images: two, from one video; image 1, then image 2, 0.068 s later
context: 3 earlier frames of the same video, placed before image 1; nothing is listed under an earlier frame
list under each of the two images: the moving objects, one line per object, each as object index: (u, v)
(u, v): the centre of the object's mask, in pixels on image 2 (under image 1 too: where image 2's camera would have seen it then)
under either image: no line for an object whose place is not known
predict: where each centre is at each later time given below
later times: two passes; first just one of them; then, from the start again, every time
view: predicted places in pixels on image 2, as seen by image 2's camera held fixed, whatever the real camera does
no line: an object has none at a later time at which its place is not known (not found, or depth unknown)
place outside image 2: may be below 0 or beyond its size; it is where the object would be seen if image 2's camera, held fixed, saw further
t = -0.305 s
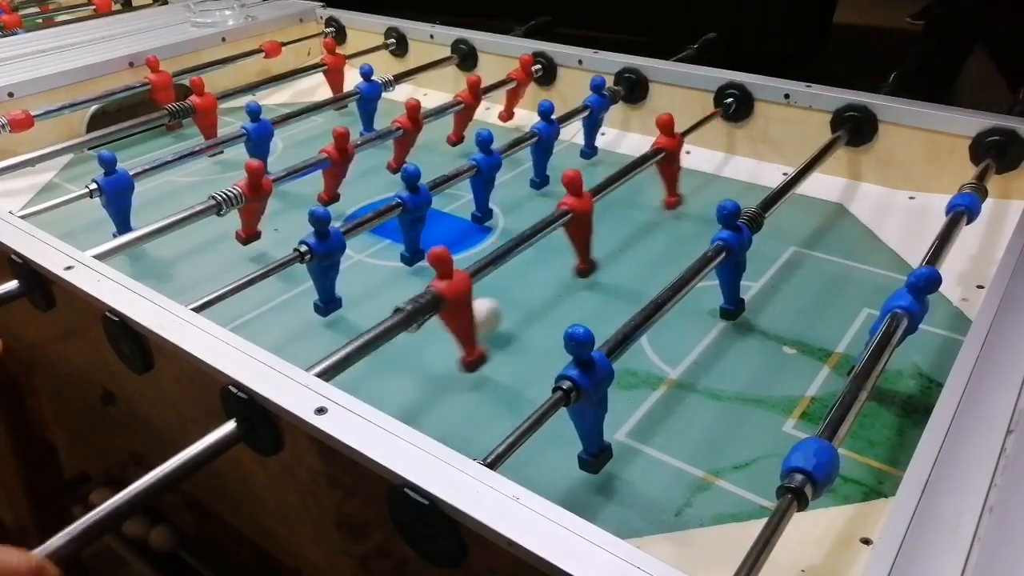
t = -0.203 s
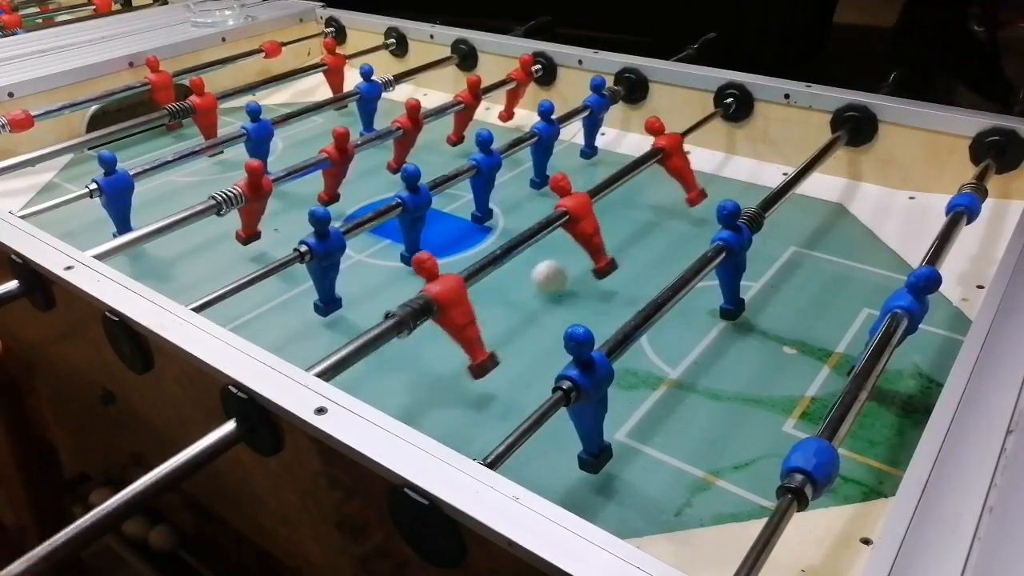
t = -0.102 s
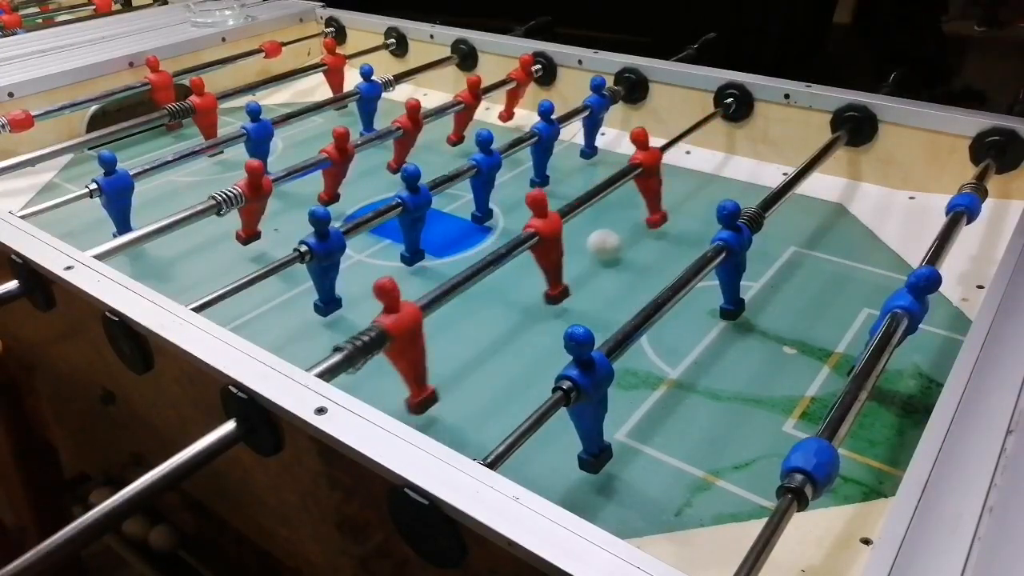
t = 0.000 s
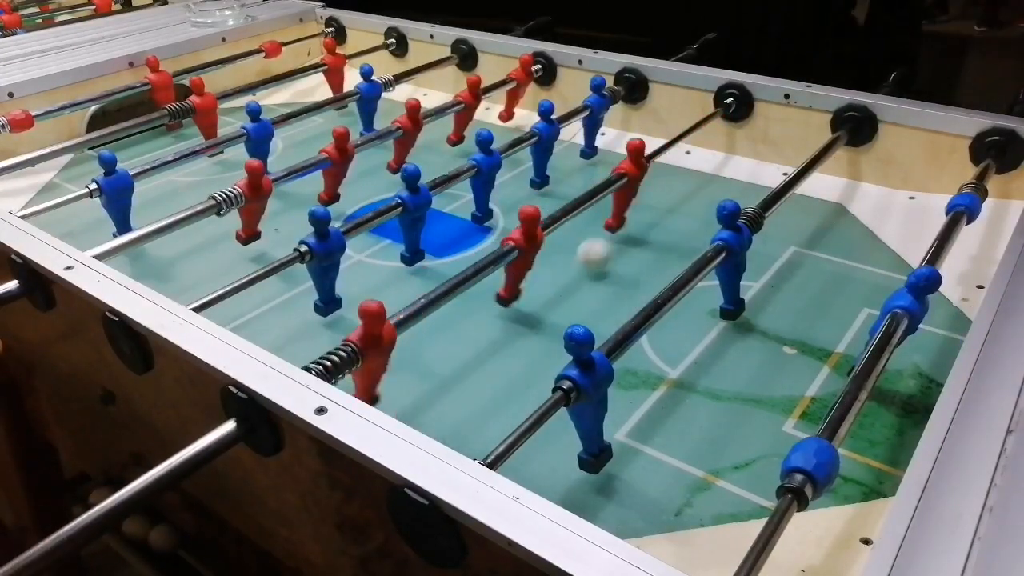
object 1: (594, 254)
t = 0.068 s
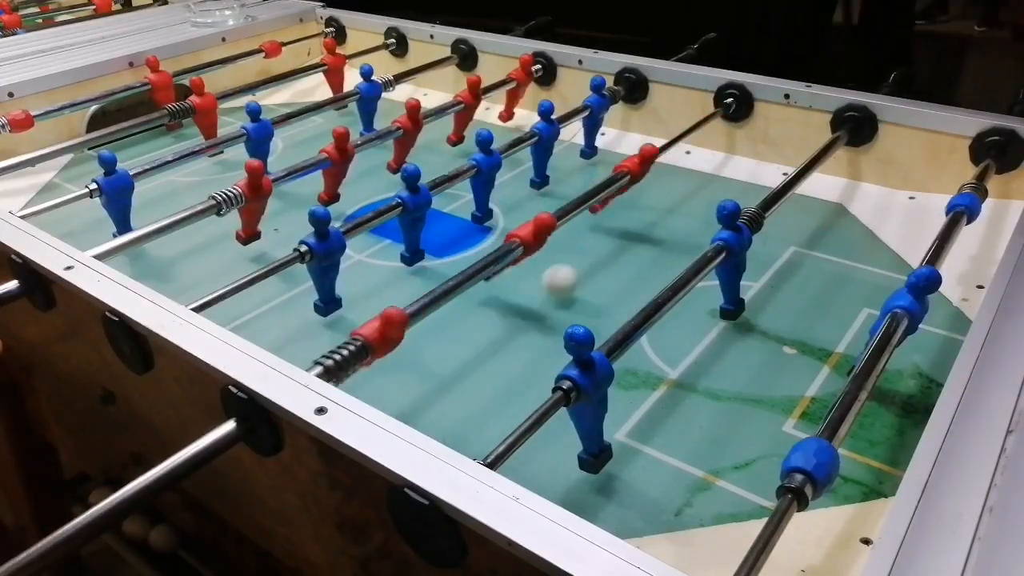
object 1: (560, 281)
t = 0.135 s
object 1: (528, 306)
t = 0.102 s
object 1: (544, 295)
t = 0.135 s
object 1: (528, 306)
